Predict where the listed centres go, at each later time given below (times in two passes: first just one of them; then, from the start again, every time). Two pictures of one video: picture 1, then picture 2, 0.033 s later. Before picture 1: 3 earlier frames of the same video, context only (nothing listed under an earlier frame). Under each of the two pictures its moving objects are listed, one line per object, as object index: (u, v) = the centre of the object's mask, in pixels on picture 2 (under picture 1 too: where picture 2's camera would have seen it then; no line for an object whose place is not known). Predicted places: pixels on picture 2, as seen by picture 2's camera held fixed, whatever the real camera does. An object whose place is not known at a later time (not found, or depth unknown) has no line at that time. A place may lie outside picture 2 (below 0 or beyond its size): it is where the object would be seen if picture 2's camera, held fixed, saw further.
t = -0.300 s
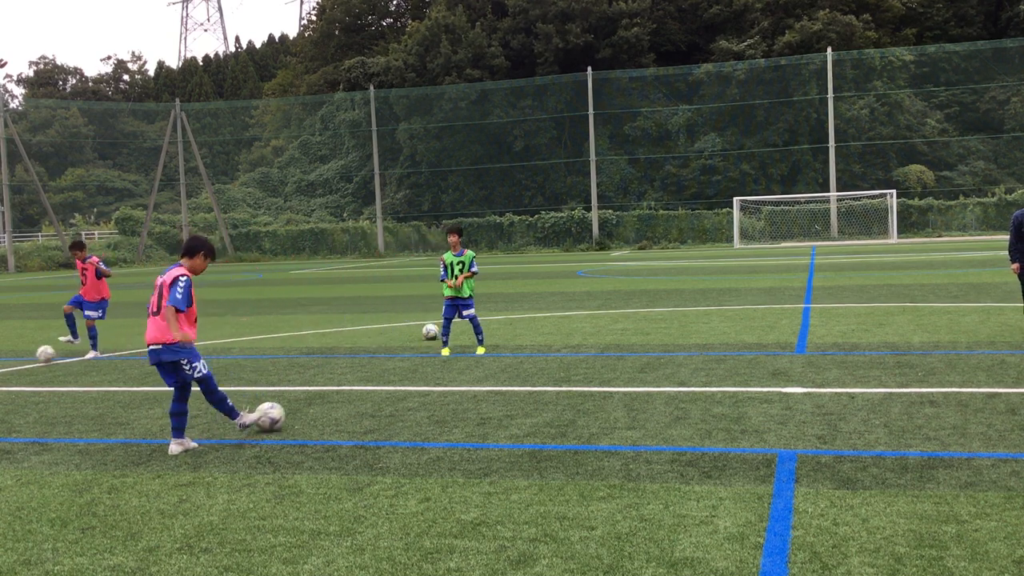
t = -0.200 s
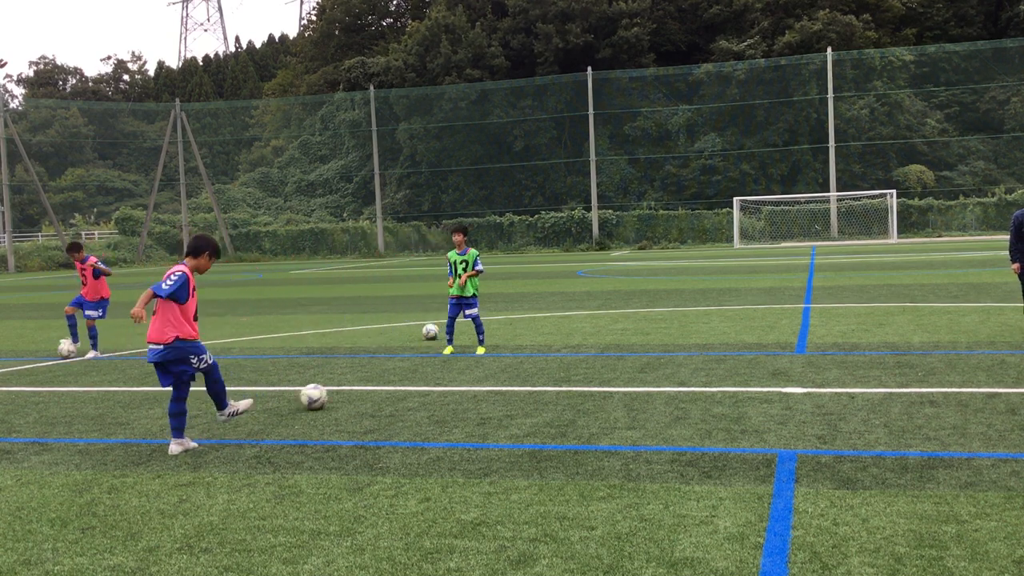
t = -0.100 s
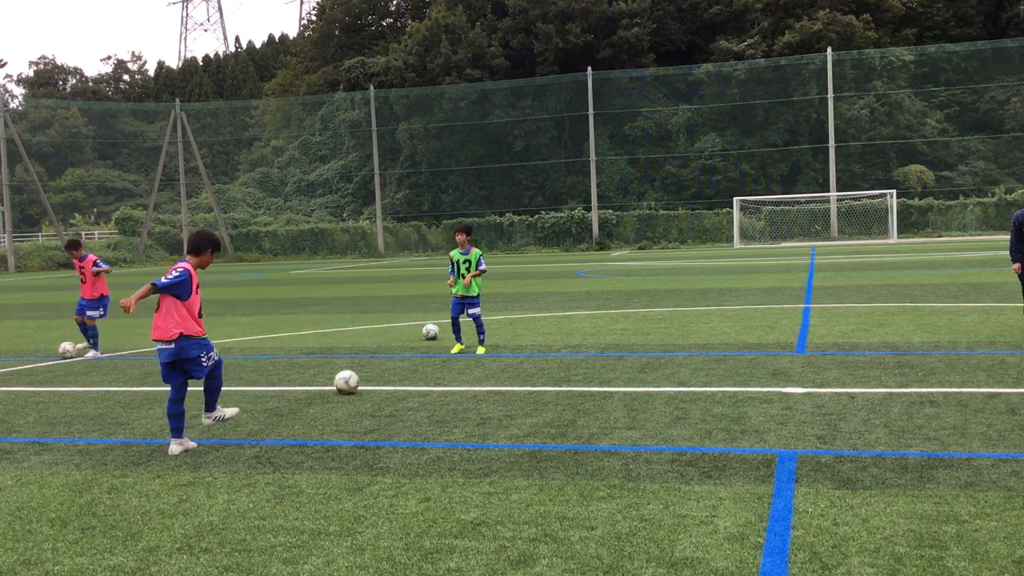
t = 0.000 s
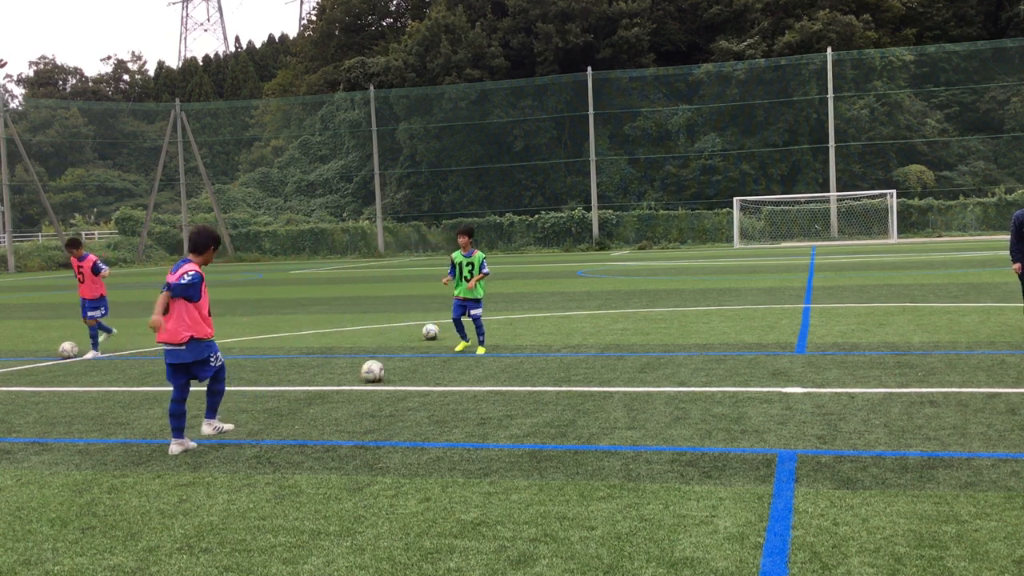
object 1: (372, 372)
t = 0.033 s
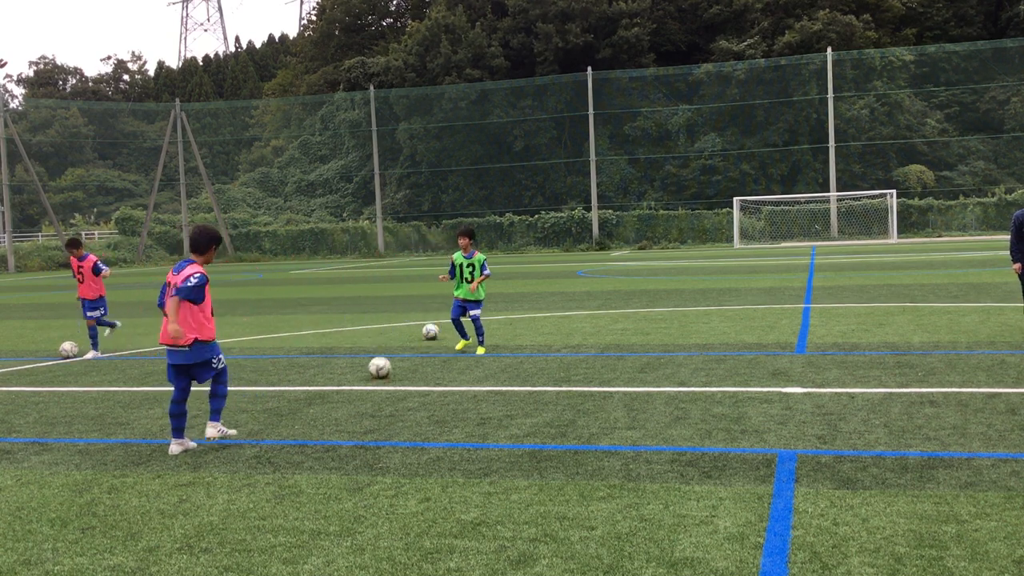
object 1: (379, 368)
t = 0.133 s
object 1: (399, 359)
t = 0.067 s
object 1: (386, 364)
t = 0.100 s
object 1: (392, 362)
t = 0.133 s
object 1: (399, 359)
